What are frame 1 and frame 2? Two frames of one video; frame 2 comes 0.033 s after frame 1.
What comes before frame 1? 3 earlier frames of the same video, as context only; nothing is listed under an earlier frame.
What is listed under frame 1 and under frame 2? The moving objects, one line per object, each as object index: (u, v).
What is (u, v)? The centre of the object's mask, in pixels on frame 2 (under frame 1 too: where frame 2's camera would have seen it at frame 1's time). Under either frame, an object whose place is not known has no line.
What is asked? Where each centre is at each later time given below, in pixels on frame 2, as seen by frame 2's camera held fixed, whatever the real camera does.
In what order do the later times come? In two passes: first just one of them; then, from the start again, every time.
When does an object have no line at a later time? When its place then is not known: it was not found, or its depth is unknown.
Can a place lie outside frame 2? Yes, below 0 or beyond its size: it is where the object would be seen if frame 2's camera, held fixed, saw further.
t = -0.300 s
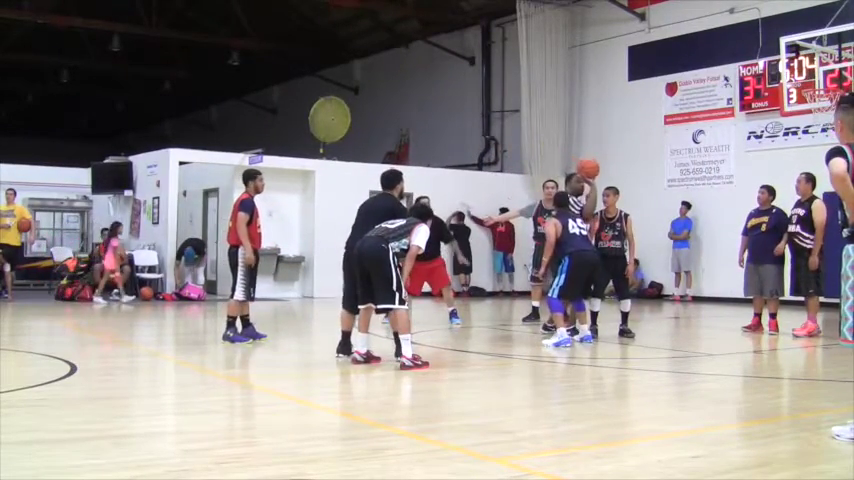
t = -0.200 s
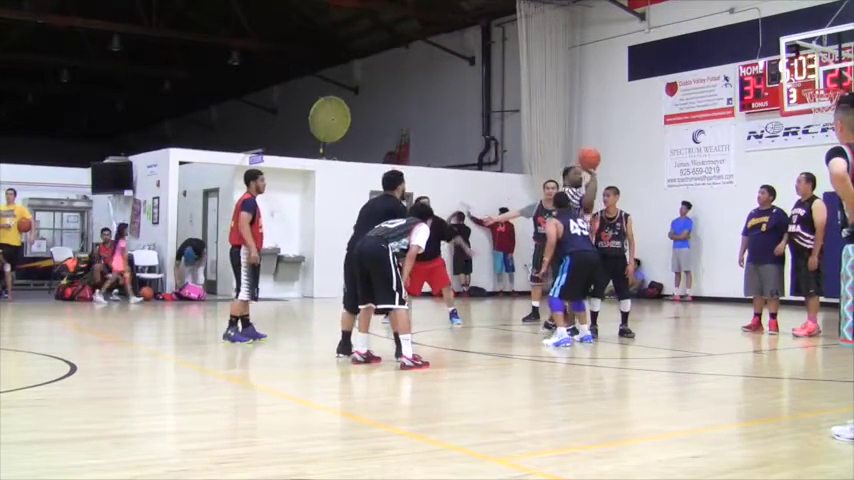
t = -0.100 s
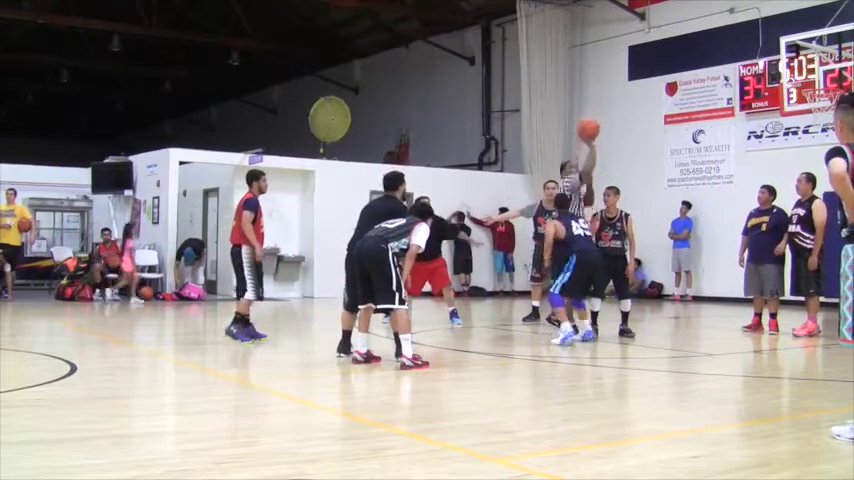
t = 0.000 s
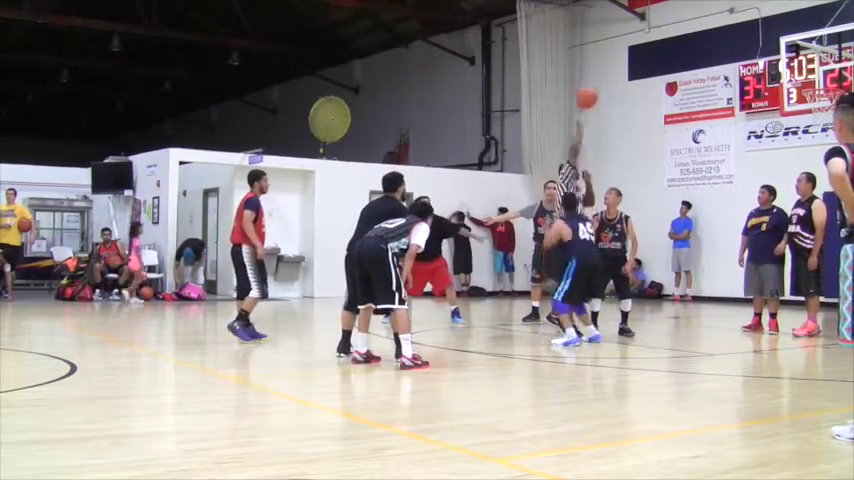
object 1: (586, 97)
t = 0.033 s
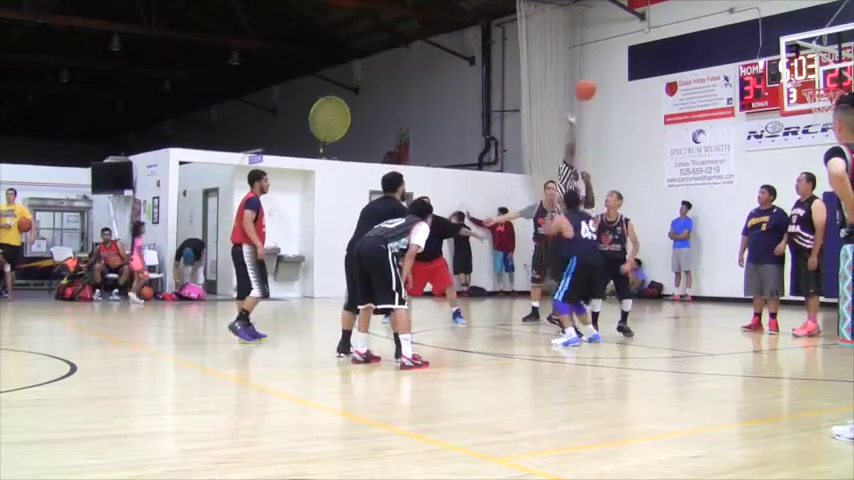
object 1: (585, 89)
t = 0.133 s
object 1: (581, 69)
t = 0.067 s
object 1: (584, 81)
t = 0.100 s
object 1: (584, 75)
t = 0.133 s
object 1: (581, 69)
